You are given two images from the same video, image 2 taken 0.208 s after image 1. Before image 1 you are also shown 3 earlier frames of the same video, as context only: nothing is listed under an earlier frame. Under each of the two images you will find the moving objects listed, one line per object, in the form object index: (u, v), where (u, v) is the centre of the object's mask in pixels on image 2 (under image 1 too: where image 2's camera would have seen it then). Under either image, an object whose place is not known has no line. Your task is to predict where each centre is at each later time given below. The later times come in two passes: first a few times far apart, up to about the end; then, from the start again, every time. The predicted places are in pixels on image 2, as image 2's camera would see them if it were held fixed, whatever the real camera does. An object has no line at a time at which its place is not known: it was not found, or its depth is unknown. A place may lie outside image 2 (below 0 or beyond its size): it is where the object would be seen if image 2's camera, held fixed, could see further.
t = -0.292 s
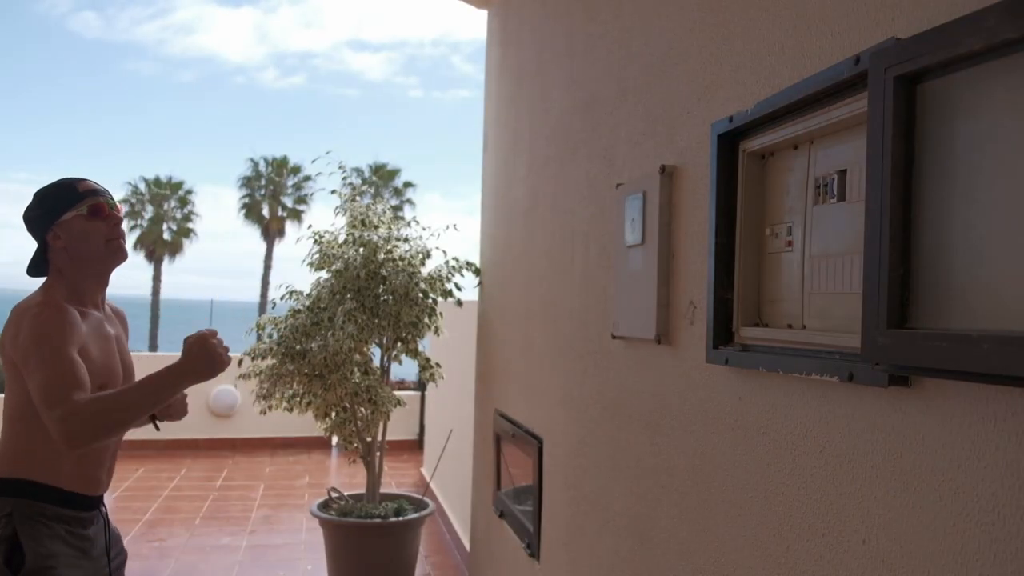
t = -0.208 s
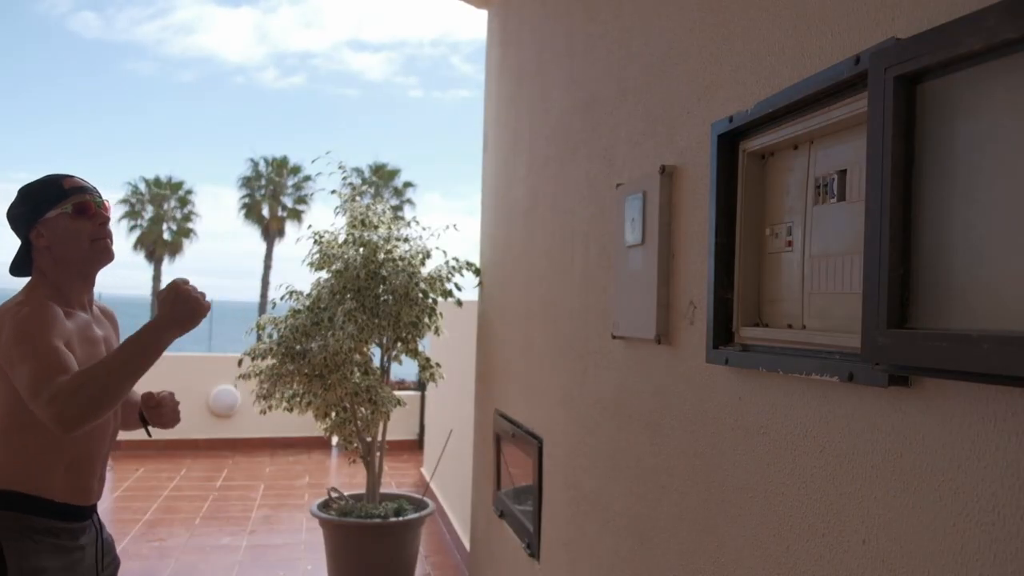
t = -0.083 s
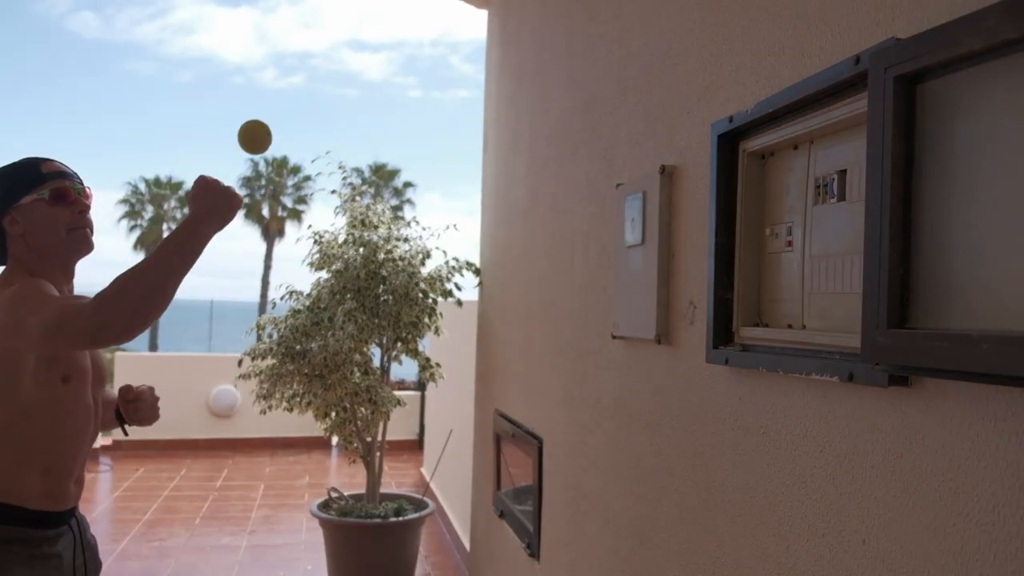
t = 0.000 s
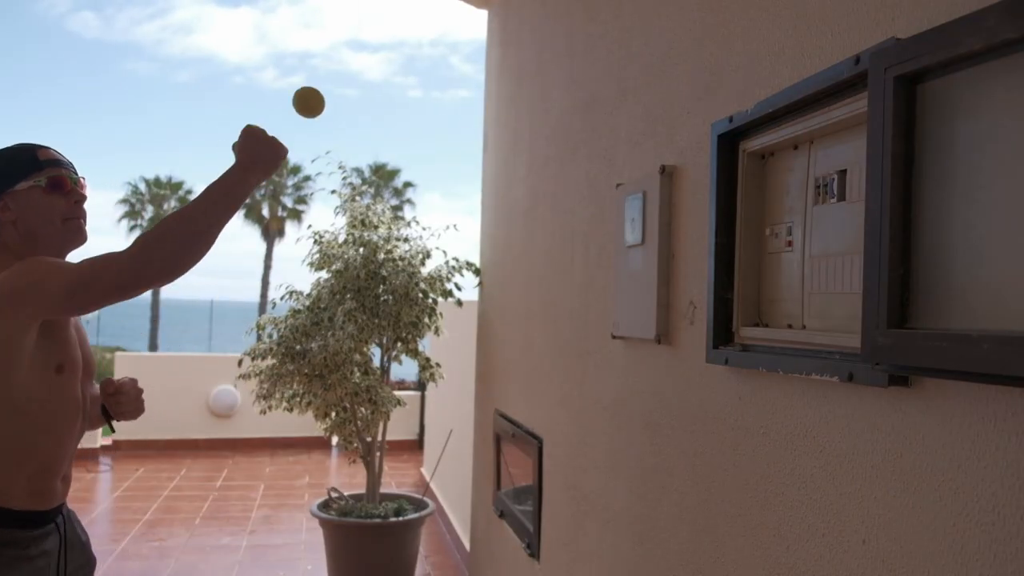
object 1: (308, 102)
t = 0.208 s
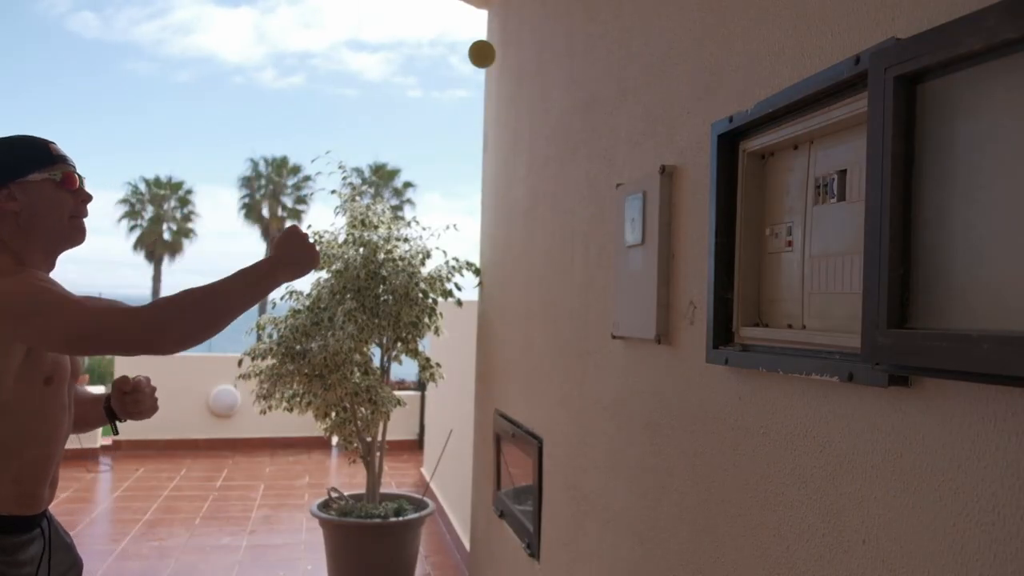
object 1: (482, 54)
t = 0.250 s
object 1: (511, 66)
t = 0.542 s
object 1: (476, 240)
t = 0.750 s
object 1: (342, 537)
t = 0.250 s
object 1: (511, 66)
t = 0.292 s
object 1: (538, 85)
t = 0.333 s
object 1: (563, 109)
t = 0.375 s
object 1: (577, 135)
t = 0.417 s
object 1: (553, 150)
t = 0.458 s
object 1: (528, 173)
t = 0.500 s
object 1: (502, 203)
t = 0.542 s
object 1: (476, 240)
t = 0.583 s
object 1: (450, 284)
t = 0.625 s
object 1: (423, 336)
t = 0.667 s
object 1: (396, 396)
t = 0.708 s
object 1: (370, 462)
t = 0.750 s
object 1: (342, 537)
